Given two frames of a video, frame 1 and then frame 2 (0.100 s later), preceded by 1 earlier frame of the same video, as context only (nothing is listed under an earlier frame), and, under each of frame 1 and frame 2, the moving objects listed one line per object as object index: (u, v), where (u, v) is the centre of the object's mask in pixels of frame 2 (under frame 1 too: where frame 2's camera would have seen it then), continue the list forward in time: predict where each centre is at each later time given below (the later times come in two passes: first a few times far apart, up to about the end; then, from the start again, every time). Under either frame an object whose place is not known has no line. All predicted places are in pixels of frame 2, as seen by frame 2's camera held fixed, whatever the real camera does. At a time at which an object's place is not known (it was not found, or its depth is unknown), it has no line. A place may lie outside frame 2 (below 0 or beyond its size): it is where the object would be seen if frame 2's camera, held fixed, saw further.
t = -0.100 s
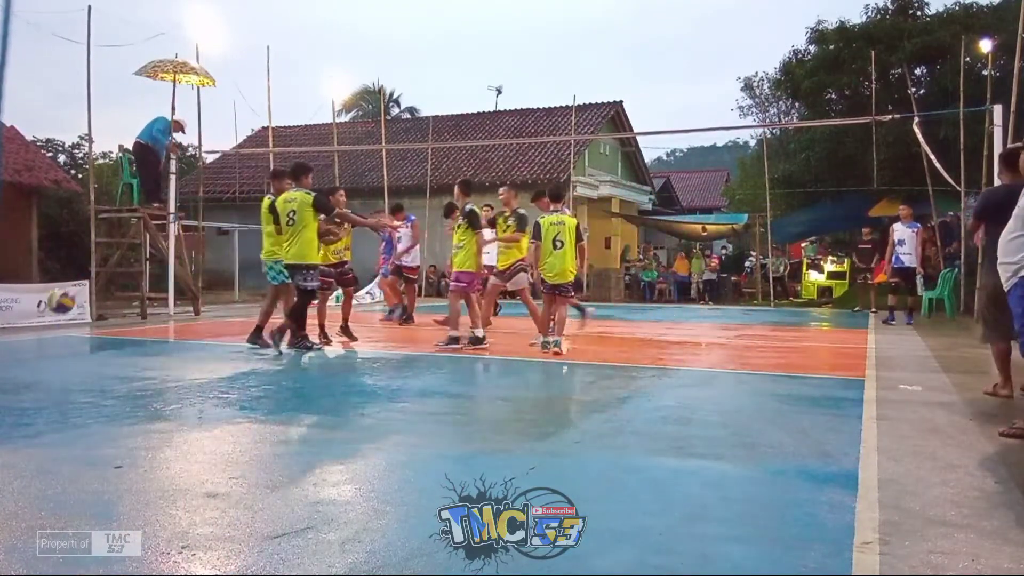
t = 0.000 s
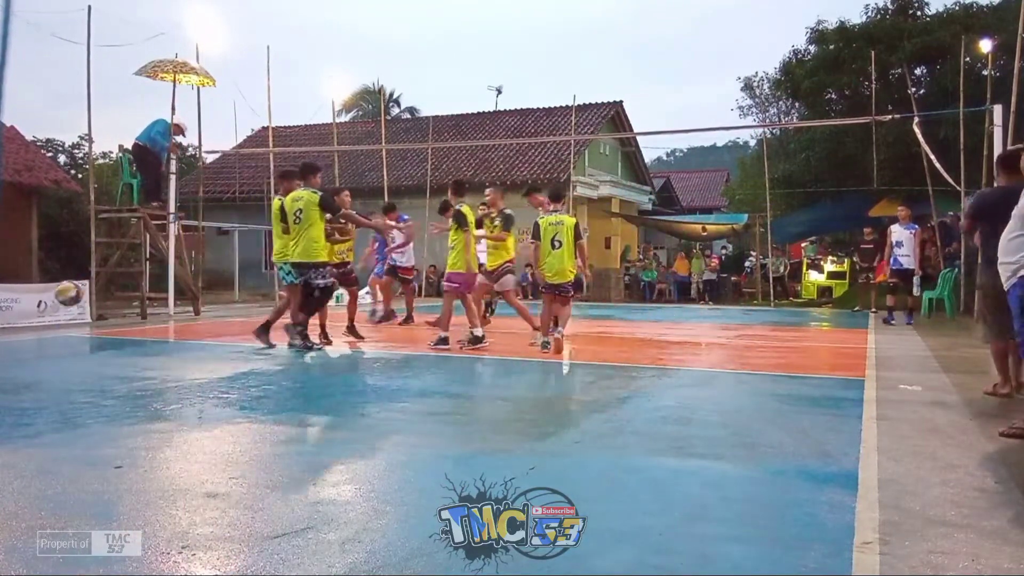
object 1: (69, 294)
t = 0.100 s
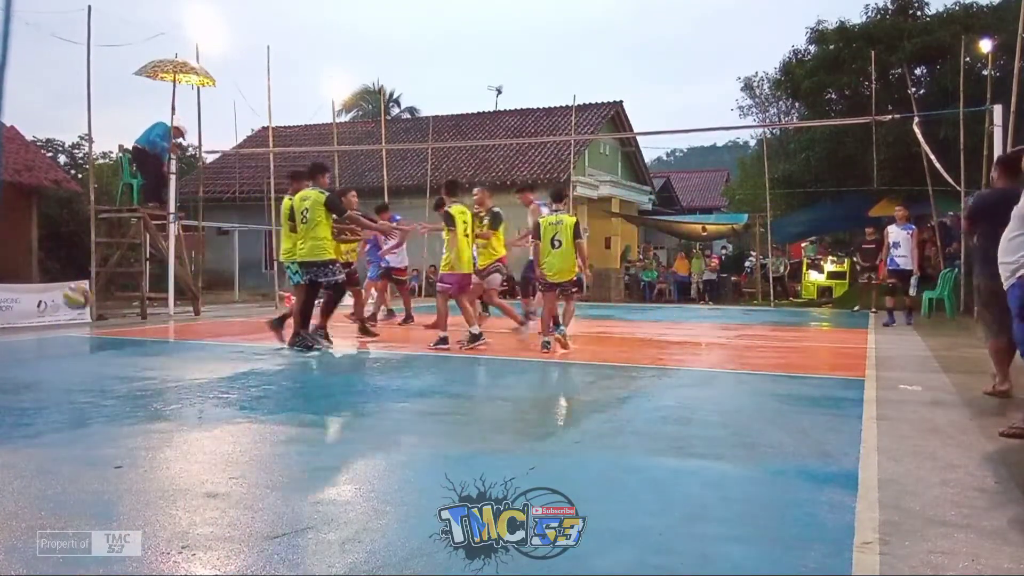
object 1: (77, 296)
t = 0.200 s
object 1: (87, 313)
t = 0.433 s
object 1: (107, 332)
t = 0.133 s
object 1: (80, 302)
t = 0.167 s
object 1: (83, 306)
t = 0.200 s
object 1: (87, 313)
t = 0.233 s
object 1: (90, 321)
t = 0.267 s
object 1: (92, 331)
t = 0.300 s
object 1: (97, 342)
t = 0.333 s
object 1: (99, 355)
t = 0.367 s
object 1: (103, 351)
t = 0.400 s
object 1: (104, 341)
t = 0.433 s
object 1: (107, 332)
